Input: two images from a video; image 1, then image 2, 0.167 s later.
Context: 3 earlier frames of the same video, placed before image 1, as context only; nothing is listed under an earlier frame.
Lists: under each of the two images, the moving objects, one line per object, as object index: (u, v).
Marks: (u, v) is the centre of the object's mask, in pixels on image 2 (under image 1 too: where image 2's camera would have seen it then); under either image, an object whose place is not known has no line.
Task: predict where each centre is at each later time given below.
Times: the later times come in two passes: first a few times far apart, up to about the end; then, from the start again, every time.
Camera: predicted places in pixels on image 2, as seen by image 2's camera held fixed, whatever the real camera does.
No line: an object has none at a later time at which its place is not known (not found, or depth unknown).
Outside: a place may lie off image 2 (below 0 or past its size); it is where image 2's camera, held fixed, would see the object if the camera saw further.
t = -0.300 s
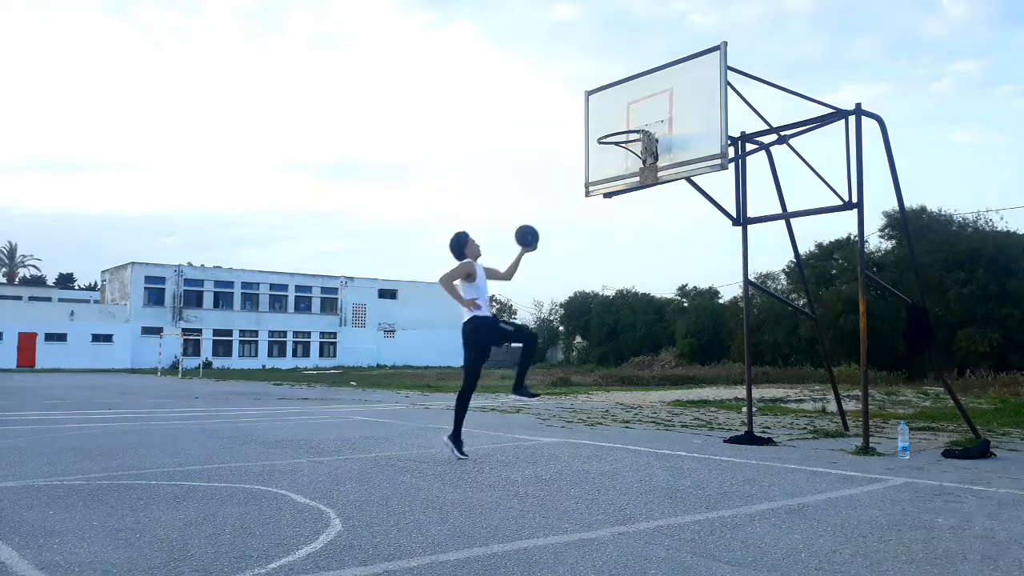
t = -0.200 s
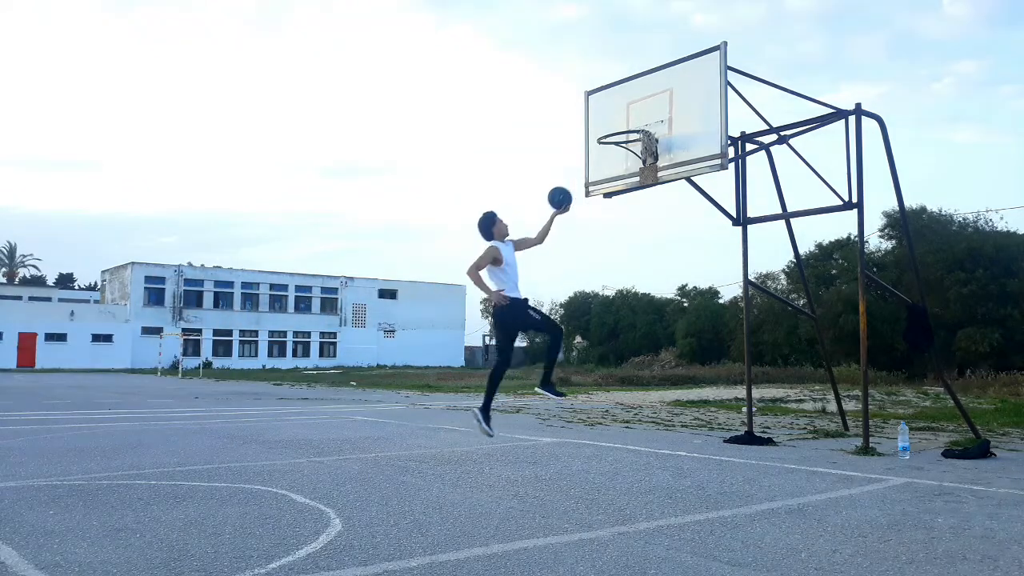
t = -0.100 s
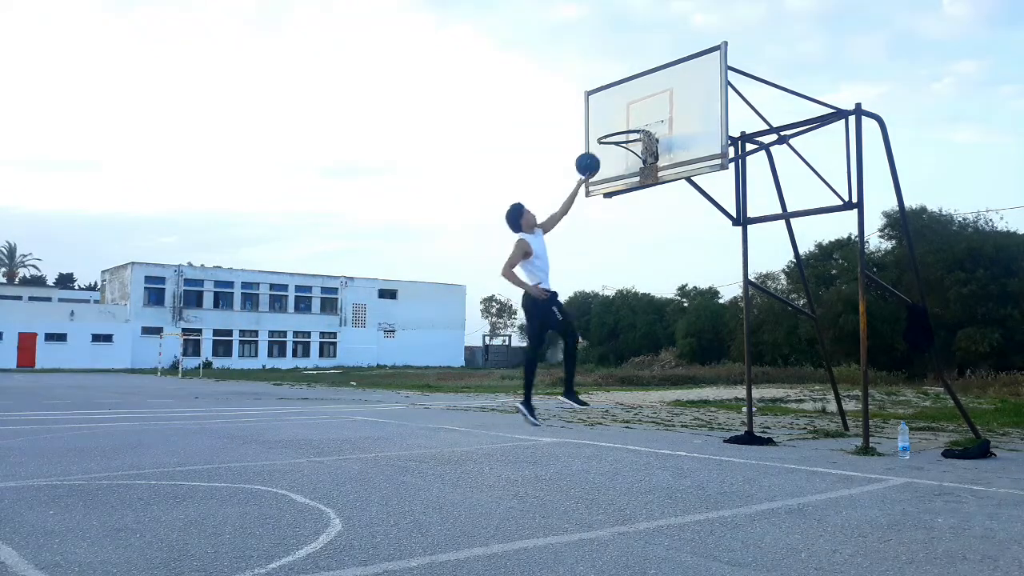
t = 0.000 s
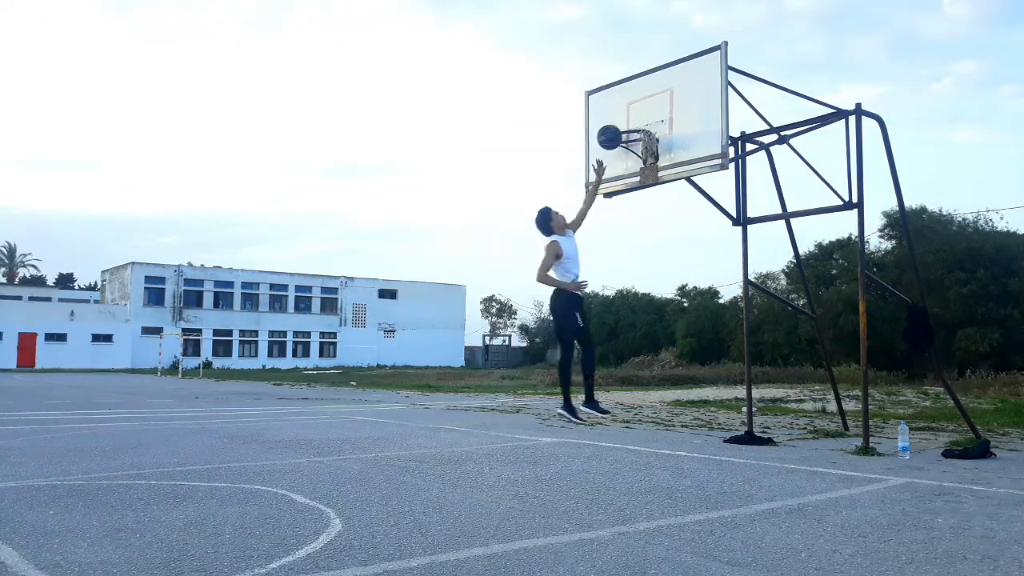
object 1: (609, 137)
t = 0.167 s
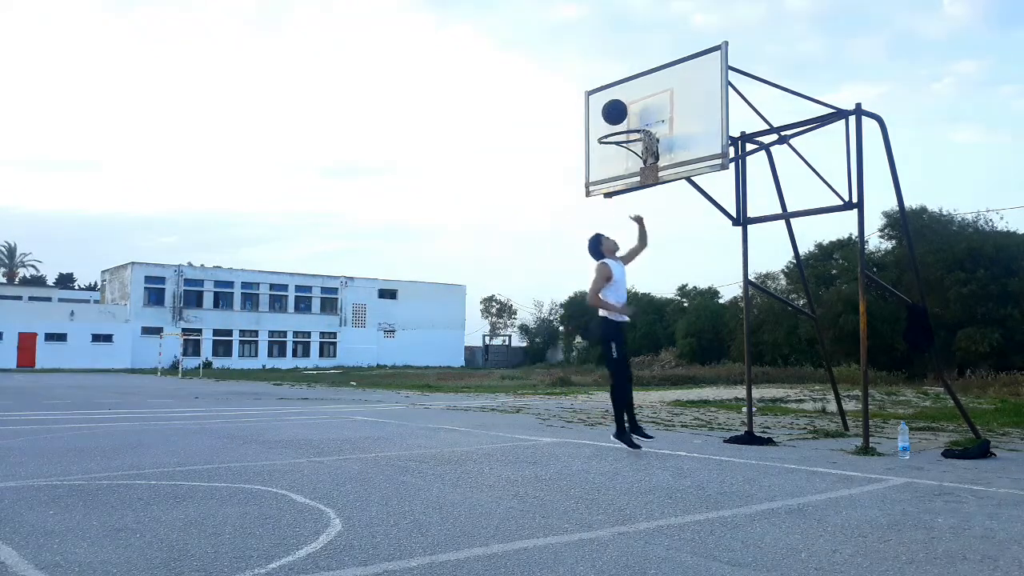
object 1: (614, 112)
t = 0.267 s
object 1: (612, 110)
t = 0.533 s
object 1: (628, 136)
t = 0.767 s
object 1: (614, 184)
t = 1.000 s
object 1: (590, 288)
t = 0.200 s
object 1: (613, 110)
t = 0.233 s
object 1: (612, 110)
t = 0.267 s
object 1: (612, 110)
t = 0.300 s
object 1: (611, 112)
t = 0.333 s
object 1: (610, 114)
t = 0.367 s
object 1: (609, 118)
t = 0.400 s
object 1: (608, 123)
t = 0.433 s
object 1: (607, 130)
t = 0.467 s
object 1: (614, 131)
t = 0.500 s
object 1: (621, 133)
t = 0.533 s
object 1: (628, 136)
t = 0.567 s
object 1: (632, 141)
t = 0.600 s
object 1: (631, 145)
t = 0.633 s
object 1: (628, 151)
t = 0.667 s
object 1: (625, 157)
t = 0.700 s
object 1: (621, 165)
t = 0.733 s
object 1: (618, 174)
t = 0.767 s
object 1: (614, 184)
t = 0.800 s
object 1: (611, 195)
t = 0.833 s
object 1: (607, 208)
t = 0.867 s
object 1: (604, 221)
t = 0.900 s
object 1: (600, 236)
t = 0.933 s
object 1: (597, 252)
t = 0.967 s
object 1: (594, 269)
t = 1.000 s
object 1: (590, 288)
